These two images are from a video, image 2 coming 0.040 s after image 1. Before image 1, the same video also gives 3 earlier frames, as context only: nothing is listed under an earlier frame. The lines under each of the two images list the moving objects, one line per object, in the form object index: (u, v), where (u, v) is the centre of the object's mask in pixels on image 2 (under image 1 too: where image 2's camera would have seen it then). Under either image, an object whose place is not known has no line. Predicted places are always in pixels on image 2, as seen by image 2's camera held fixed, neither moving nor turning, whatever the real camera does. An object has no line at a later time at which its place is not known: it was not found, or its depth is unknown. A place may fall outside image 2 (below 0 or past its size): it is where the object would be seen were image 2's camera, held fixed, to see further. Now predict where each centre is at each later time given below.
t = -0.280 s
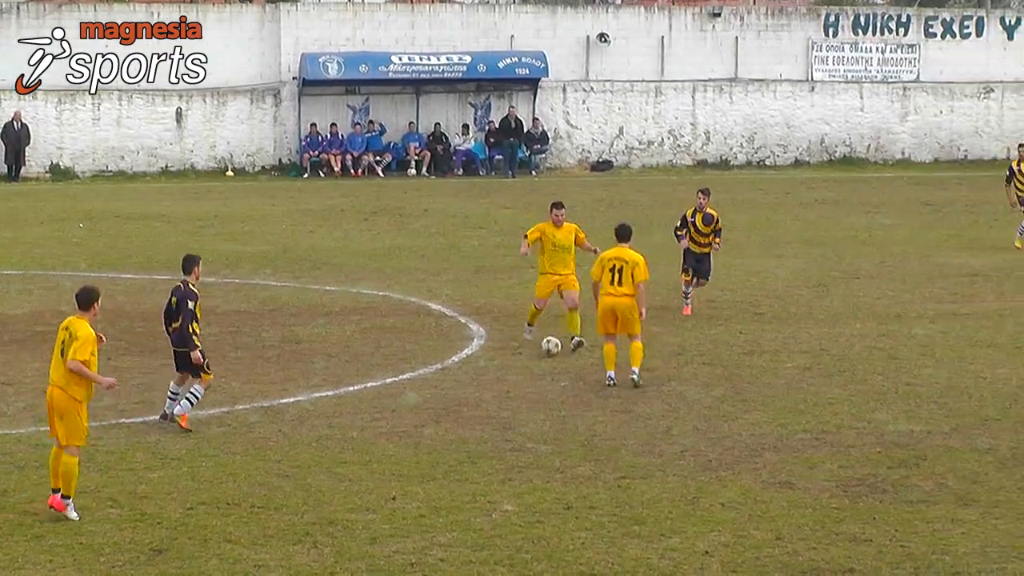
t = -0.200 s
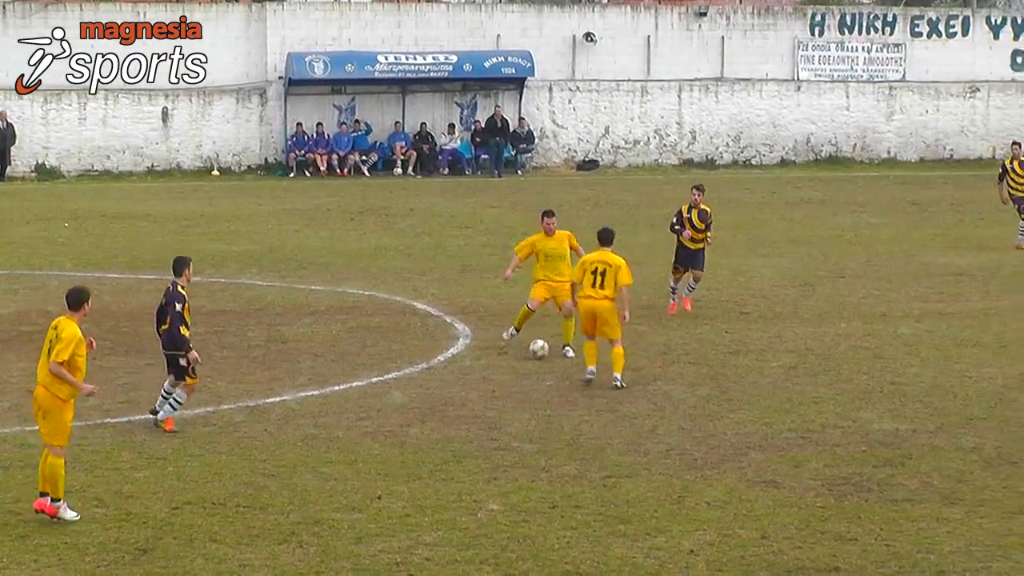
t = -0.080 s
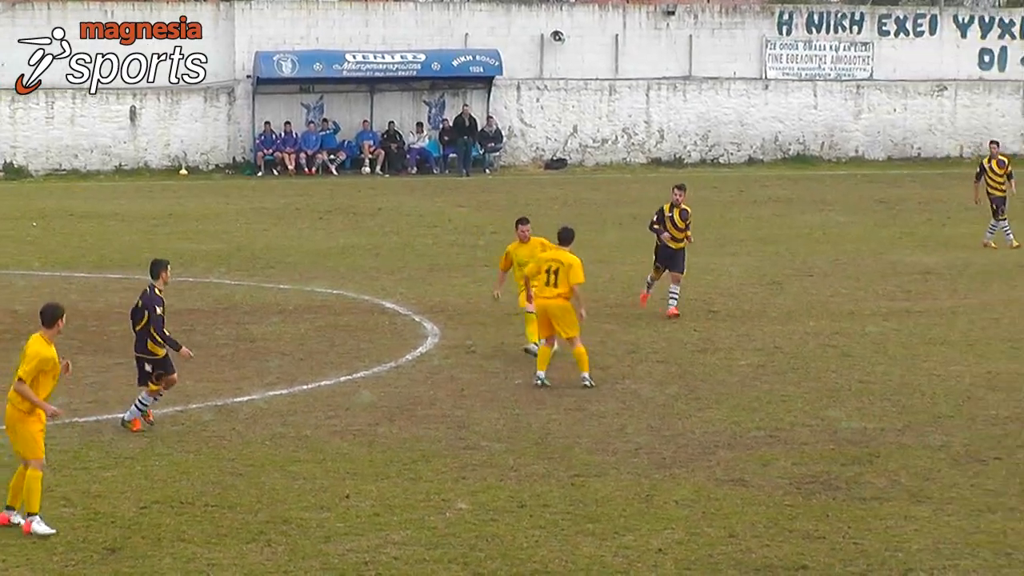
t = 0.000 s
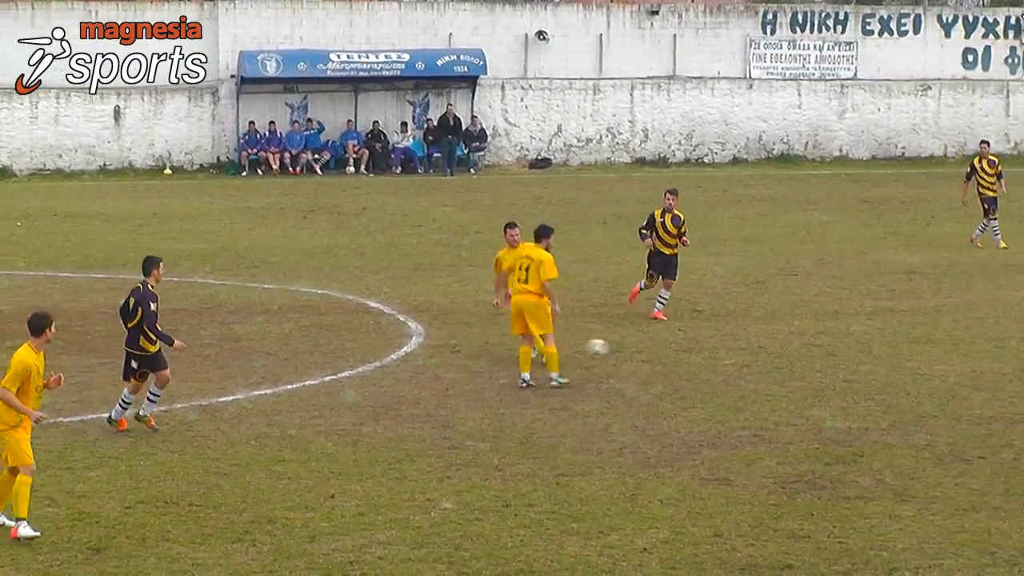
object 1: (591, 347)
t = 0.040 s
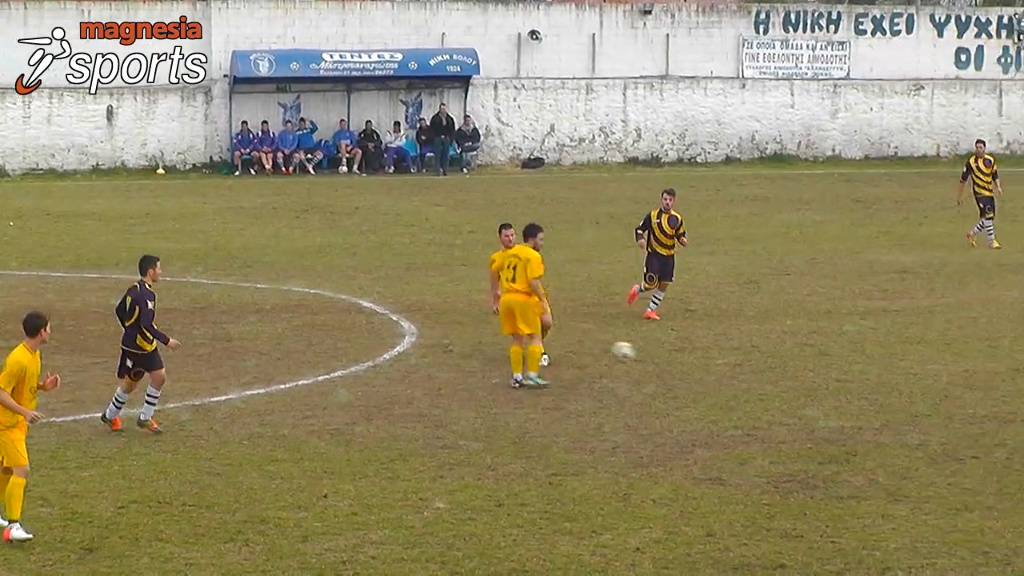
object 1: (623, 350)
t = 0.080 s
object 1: (658, 355)
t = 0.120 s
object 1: (693, 363)
